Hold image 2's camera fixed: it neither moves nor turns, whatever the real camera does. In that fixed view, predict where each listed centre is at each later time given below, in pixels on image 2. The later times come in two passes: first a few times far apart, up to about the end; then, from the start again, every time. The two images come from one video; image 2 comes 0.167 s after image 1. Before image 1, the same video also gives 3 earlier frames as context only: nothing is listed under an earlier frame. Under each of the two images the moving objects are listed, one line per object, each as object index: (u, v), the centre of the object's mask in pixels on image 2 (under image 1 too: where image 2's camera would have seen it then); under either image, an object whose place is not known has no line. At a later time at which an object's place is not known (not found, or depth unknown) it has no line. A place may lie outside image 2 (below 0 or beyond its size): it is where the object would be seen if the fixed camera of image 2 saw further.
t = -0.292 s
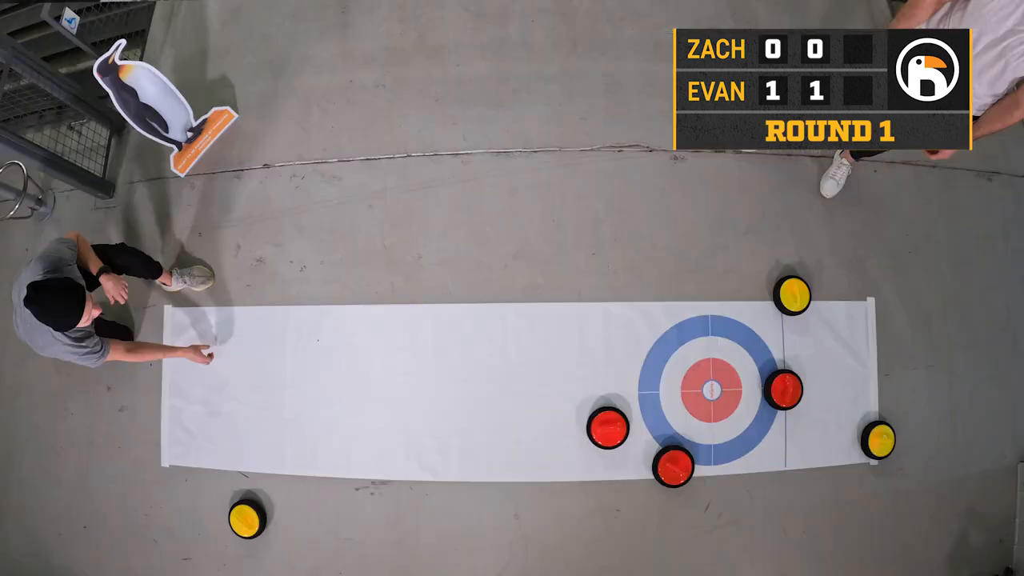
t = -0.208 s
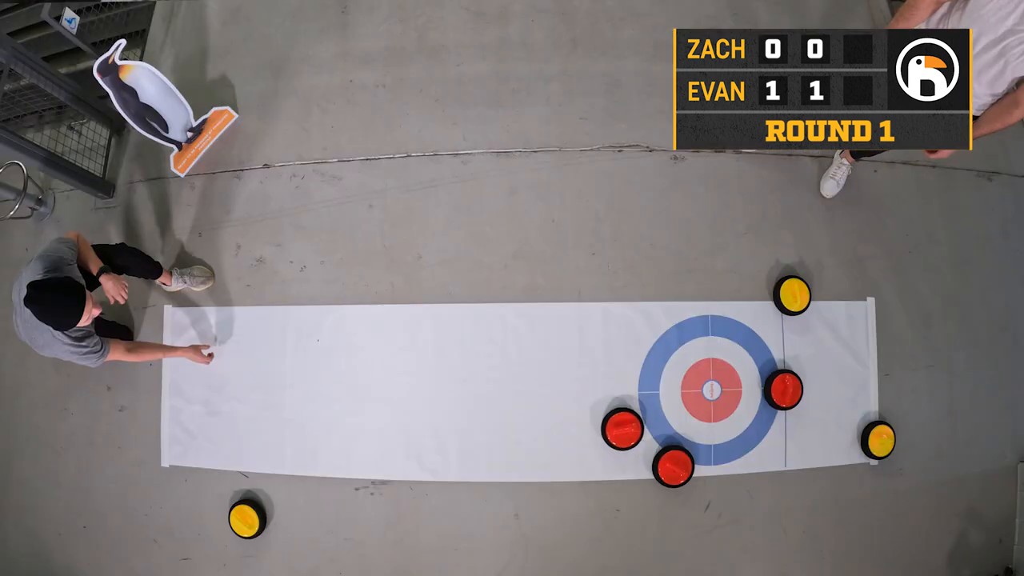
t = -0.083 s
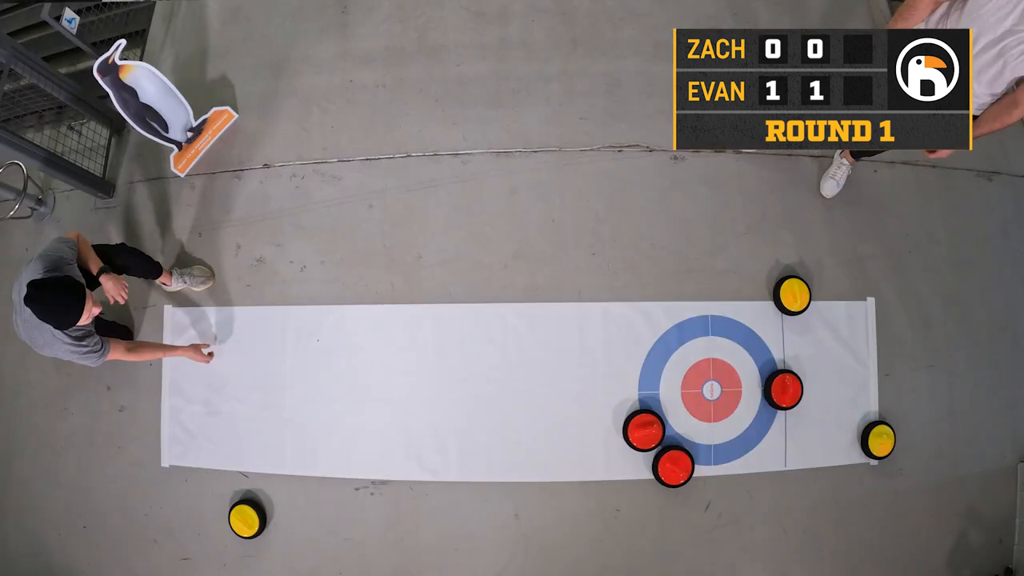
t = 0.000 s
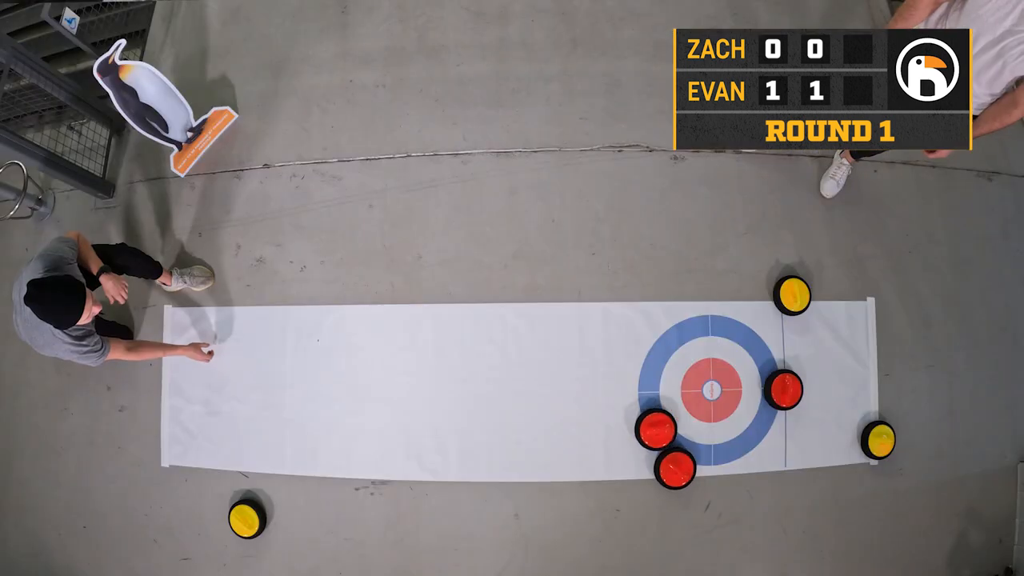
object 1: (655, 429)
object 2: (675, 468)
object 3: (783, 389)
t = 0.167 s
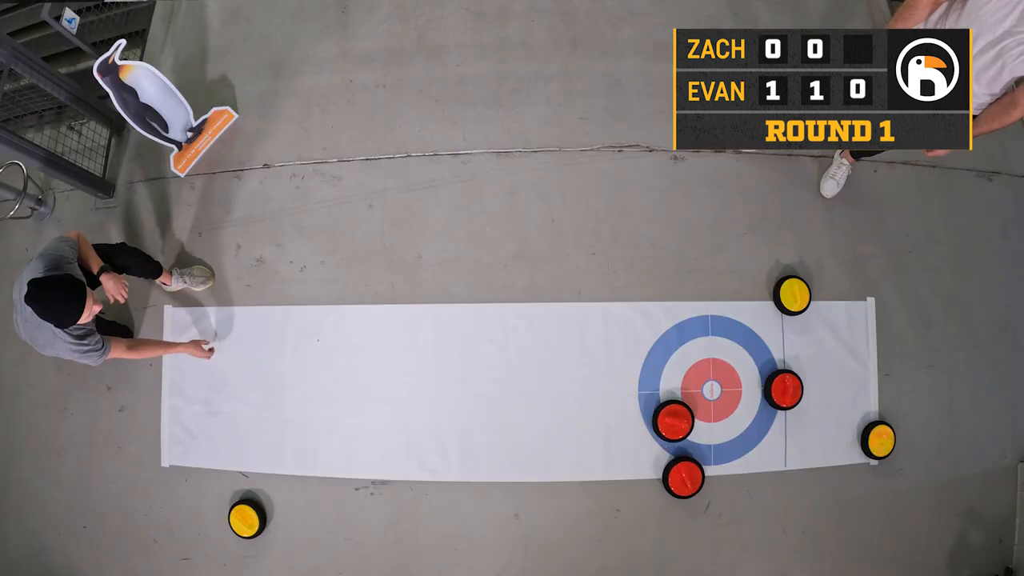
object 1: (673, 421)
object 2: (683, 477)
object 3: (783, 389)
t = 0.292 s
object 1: (685, 414)
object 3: (783, 389)
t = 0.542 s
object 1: (709, 403)
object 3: (783, 389)
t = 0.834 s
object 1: (736, 389)
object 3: (784, 390)
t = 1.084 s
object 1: (749, 377)
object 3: (792, 391)
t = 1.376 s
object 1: (756, 361)
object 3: (808, 394)
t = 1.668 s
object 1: (762, 346)
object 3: (820, 396)
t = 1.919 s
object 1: (768, 334)
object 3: (829, 397)
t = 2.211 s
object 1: (771, 326)
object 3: (836, 399)
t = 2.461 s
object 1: (770, 324)
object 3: (841, 400)
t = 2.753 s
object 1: (769, 321)
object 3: (843, 400)
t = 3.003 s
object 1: (769, 319)
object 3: (843, 401)
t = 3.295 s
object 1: (769, 317)
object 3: (843, 401)
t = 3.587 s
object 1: (768, 315)
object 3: (842, 401)
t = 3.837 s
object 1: (768, 314)
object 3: (842, 401)
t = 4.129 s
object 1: (768, 314)
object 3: (842, 401)
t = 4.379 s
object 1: (768, 314)
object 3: (842, 401)
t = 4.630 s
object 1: (768, 314)
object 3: (842, 402)
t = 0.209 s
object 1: (677, 419)
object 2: (685, 479)
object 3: (783, 389)
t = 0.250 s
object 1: (681, 417)
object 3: (783, 389)
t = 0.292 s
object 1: (685, 414)
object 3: (783, 389)
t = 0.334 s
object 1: (689, 412)
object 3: (783, 389)
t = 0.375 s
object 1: (694, 411)
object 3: (783, 389)
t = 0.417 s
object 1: (698, 408)
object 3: (783, 389)
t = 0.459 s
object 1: (701, 407)
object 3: (783, 389)
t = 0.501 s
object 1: (705, 405)
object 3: (783, 389)
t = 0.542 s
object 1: (709, 403)
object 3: (783, 389)
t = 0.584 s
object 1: (713, 401)
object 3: (783, 389)
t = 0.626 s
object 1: (717, 399)
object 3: (783, 389)
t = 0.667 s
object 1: (721, 397)
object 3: (783, 389)
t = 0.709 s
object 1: (725, 395)
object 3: (783, 390)
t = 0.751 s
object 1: (729, 393)
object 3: (783, 390)
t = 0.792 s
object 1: (733, 391)
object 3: (783, 390)
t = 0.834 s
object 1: (736, 389)
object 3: (784, 390)
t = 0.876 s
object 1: (740, 387)
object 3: (784, 390)
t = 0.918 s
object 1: (744, 385)
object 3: (783, 390)
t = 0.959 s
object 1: (747, 383)
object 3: (784, 390)
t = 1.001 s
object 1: (748, 381)
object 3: (787, 390)
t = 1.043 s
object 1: (749, 379)
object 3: (790, 391)
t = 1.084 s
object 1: (749, 377)
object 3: (792, 391)
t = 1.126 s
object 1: (750, 374)
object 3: (795, 391)
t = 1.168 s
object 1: (751, 372)
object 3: (797, 392)
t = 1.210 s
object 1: (752, 370)
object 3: (799, 392)
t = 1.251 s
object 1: (753, 368)
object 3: (801, 392)
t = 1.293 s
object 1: (754, 365)
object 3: (803, 393)
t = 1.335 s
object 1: (755, 363)
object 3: (806, 393)
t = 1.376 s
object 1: (756, 361)
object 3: (808, 394)
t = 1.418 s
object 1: (757, 359)
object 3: (810, 394)
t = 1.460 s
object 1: (757, 356)
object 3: (811, 394)
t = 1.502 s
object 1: (758, 354)
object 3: (813, 394)
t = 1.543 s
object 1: (759, 352)
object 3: (815, 395)
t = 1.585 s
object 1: (760, 350)
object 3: (817, 395)
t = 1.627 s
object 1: (761, 348)
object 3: (818, 395)
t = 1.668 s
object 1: (762, 346)
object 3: (820, 396)
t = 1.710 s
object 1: (763, 344)
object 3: (822, 396)
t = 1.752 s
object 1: (764, 342)
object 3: (823, 396)
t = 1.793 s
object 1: (765, 340)
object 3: (825, 396)
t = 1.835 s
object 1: (766, 338)
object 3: (826, 397)
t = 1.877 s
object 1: (767, 336)
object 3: (828, 397)
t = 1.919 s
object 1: (768, 334)
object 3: (829, 397)
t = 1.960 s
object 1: (769, 332)
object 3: (830, 397)
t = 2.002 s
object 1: (770, 330)
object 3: (831, 398)
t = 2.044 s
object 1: (771, 329)
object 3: (832, 398)
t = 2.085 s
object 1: (771, 327)
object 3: (833, 398)
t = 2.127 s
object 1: (771, 327)
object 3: (834, 398)
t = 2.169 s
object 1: (771, 326)
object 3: (835, 399)
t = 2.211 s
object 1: (771, 326)
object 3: (836, 399)
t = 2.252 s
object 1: (771, 326)
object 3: (837, 399)
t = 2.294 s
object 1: (771, 325)
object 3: (838, 399)
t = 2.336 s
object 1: (770, 325)
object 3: (839, 399)
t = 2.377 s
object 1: (770, 324)
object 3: (839, 399)
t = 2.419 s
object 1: (770, 324)
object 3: (840, 399)
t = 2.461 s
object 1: (770, 324)
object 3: (841, 400)
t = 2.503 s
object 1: (770, 323)
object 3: (841, 400)
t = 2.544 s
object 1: (770, 323)
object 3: (841, 400)
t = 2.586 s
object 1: (770, 323)
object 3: (842, 400)
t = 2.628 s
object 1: (770, 322)
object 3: (842, 400)
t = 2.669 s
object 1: (769, 322)
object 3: (842, 400)
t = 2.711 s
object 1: (769, 322)
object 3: (843, 400)
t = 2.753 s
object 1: (769, 321)
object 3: (843, 400)
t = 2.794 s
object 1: (769, 321)
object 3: (843, 400)
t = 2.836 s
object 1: (769, 321)
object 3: (843, 400)
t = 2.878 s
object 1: (769, 320)
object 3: (843, 400)
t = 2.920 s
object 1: (769, 320)
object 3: (843, 400)
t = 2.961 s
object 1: (769, 320)
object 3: (843, 401)
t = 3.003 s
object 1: (769, 319)
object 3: (843, 401)
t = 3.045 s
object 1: (769, 319)
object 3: (843, 401)
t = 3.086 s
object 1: (769, 319)
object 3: (843, 401)
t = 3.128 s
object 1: (769, 318)
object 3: (843, 401)
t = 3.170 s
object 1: (769, 318)
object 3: (843, 401)
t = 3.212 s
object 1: (769, 317)
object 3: (843, 401)
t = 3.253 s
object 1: (769, 317)
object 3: (842, 401)
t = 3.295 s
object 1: (769, 317)
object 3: (843, 401)
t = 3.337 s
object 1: (769, 317)
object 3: (842, 401)
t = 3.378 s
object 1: (769, 316)
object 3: (842, 401)
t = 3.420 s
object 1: (769, 316)
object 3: (842, 401)
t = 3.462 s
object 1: (769, 316)
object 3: (842, 401)
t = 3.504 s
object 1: (769, 316)
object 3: (842, 401)
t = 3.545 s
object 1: (768, 315)
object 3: (842, 401)
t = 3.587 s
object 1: (768, 315)
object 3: (842, 401)
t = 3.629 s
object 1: (768, 315)
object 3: (842, 401)
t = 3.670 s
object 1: (768, 315)
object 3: (842, 401)
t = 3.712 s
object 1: (768, 315)
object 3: (842, 401)
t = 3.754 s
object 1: (768, 315)
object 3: (842, 401)
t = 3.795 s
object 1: (768, 314)
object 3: (842, 401)
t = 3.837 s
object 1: (768, 314)
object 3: (842, 401)
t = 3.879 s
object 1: (768, 314)
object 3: (842, 401)
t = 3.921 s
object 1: (768, 314)
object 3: (842, 401)
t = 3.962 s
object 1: (768, 314)
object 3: (842, 401)
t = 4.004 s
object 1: (768, 314)
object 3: (842, 401)
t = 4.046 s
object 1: (768, 314)
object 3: (842, 401)
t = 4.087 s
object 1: (768, 314)
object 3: (842, 401)
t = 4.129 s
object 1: (768, 314)
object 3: (842, 401)
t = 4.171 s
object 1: (768, 314)
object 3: (842, 401)
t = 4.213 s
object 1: (768, 314)
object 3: (842, 401)
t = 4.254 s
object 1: (768, 314)
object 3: (842, 401)
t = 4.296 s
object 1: (768, 314)
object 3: (842, 401)
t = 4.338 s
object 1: (768, 314)
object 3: (842, 401)
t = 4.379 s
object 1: (768, 314)
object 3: (842, 401)
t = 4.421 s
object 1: (768, 314)
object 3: (842, 401)
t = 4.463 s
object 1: (768, 314)
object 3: (842, 402)
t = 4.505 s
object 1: (768, 314)
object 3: (842, 402)
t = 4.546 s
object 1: (768, 314)
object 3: (842, 402)
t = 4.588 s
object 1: (768, 314)
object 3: (842, 402)
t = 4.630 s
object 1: (768, 314)
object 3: (842, 402)
